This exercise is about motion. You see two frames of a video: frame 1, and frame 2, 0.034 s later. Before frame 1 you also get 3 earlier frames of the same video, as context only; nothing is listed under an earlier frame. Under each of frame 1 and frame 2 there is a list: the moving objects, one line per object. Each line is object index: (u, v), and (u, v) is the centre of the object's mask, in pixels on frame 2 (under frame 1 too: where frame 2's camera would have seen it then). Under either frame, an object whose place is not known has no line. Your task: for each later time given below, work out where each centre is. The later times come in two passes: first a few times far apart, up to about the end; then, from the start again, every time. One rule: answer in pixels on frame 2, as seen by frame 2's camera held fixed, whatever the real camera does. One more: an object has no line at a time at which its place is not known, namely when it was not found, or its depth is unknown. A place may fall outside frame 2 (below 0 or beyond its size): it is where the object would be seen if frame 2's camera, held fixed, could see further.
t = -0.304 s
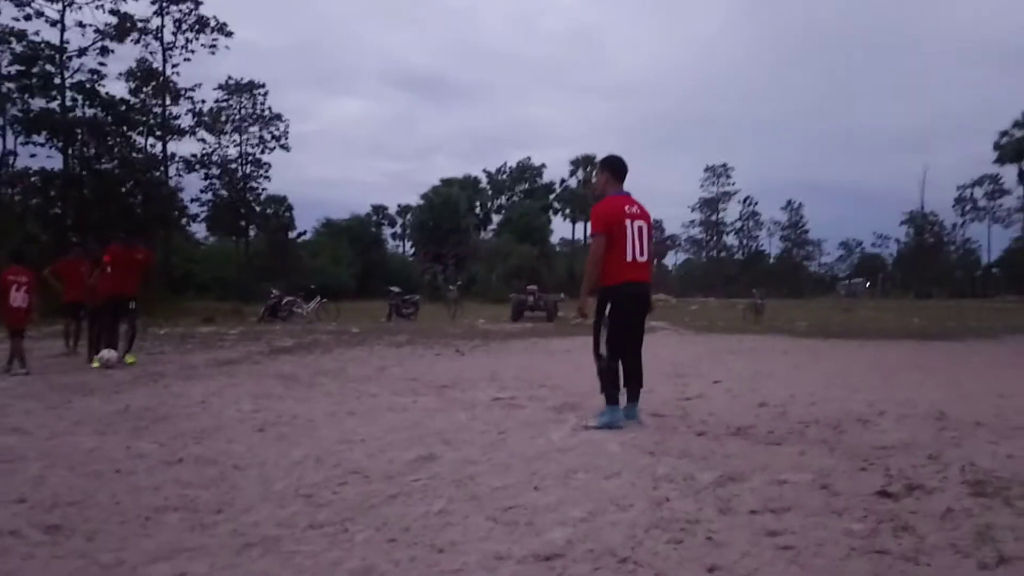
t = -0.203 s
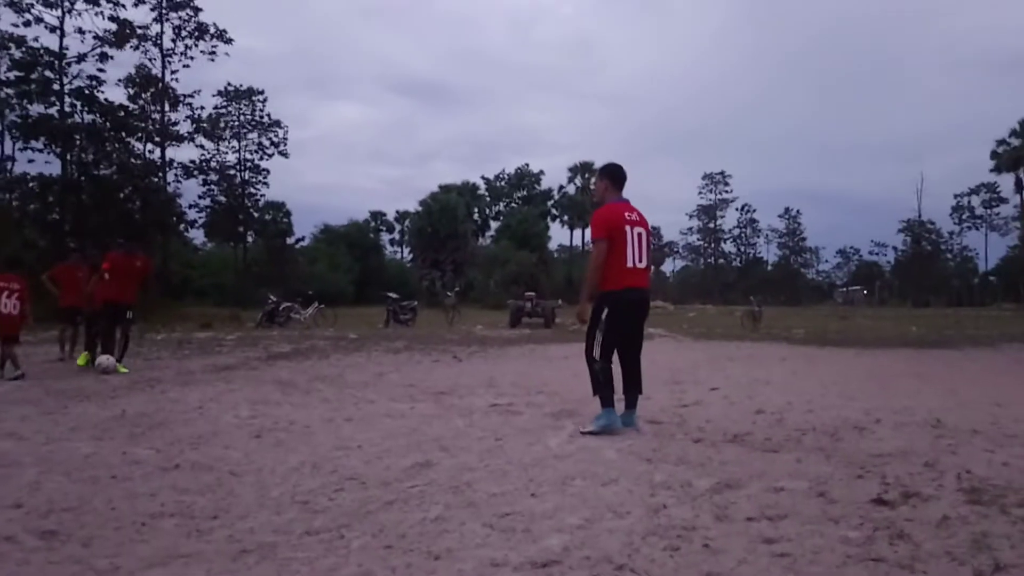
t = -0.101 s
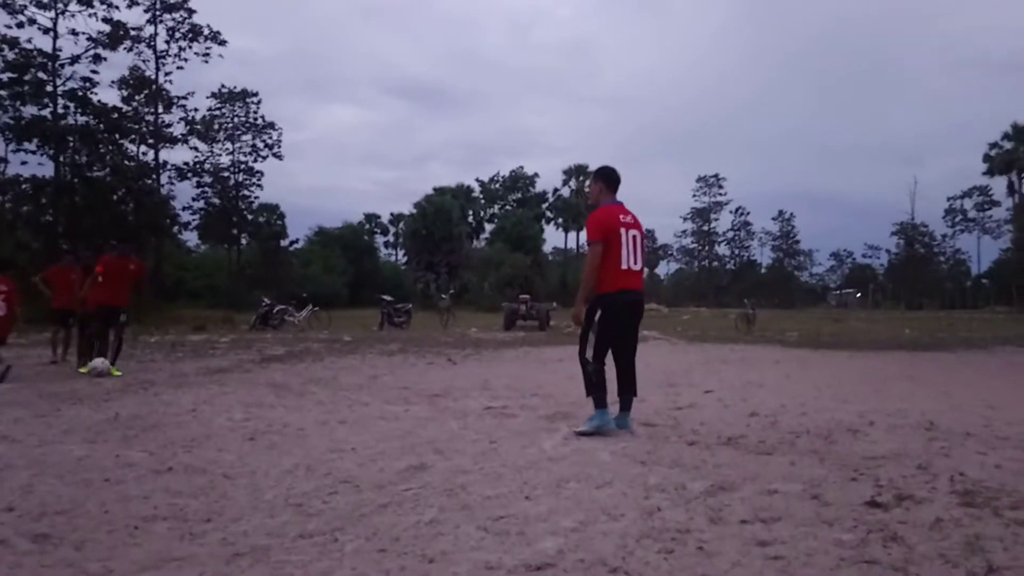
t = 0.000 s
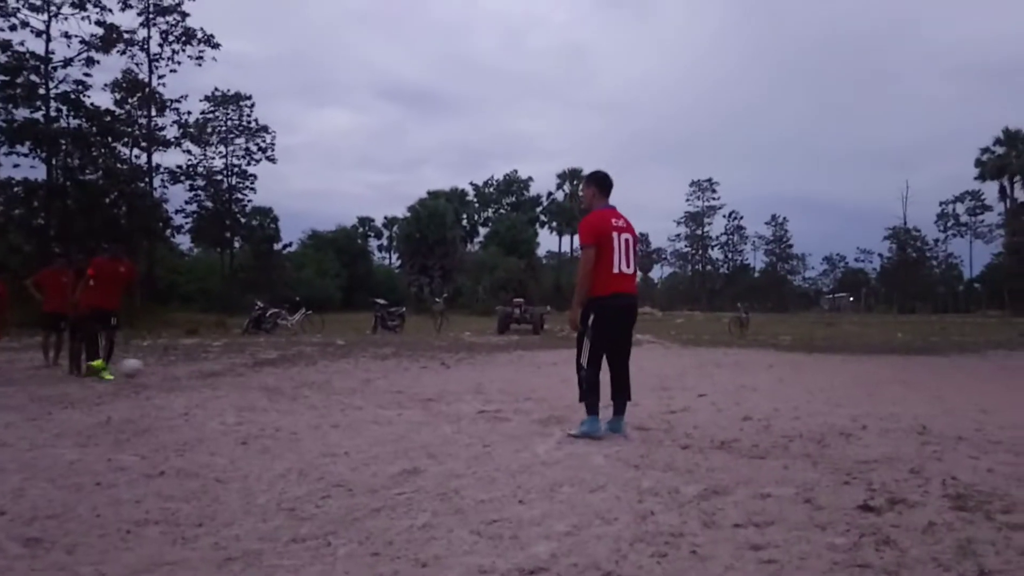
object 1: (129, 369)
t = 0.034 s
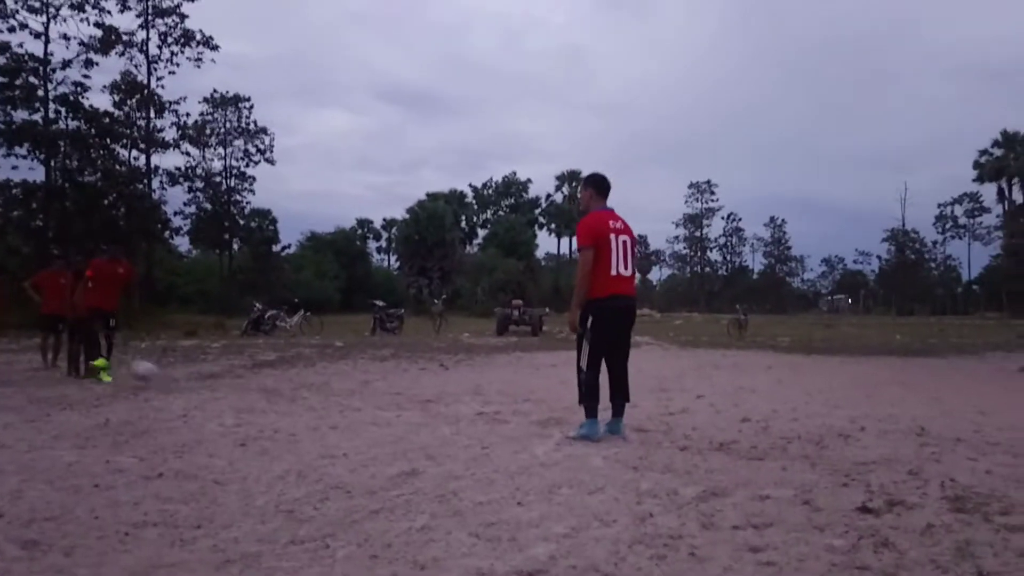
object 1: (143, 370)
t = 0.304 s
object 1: (258, 379)
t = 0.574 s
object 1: (343, 366)
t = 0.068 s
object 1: (158, 371)
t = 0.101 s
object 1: (176, 376)
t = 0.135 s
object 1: (190, 377)
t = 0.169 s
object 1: (203, 376)
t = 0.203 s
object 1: (216, 374)
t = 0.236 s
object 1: (230, 375)
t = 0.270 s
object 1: (244, 377)
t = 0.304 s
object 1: (258, 379)
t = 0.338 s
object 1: (270, 380)
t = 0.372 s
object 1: (282, 379)
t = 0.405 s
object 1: (291, 376)
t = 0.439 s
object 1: (303, 373)
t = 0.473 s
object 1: (313, 372)
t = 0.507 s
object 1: (322, 367)
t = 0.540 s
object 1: (332, 364)
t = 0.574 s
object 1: (343, 366)
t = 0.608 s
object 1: (354, 377)
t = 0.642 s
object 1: (365, 381)
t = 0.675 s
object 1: (376, 381)
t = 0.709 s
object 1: (386, 381)
